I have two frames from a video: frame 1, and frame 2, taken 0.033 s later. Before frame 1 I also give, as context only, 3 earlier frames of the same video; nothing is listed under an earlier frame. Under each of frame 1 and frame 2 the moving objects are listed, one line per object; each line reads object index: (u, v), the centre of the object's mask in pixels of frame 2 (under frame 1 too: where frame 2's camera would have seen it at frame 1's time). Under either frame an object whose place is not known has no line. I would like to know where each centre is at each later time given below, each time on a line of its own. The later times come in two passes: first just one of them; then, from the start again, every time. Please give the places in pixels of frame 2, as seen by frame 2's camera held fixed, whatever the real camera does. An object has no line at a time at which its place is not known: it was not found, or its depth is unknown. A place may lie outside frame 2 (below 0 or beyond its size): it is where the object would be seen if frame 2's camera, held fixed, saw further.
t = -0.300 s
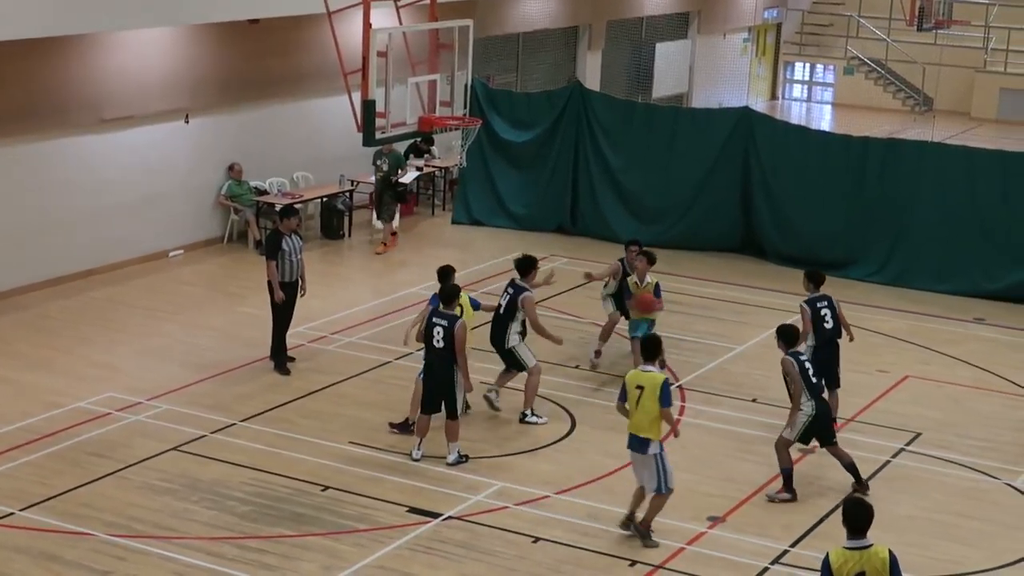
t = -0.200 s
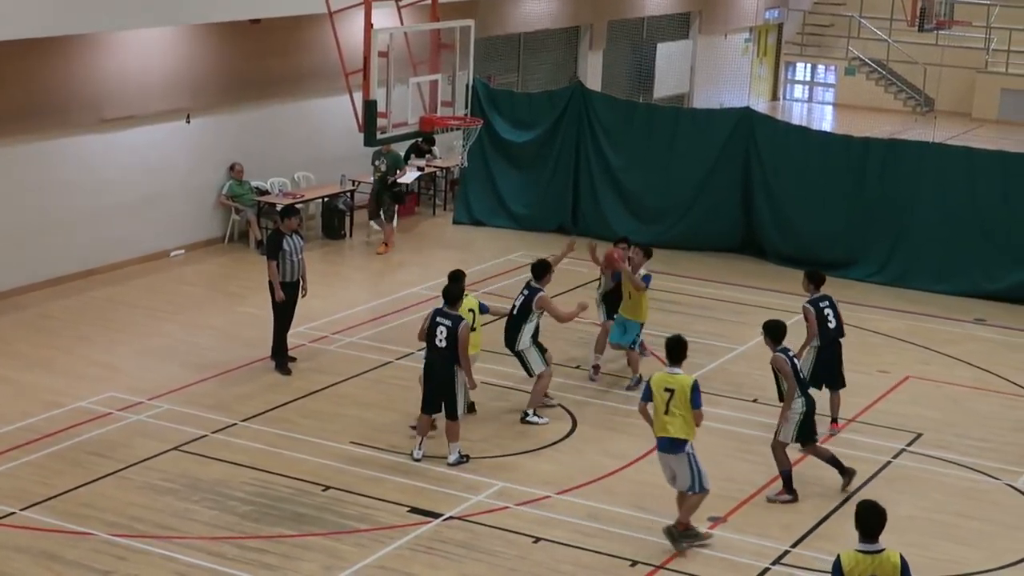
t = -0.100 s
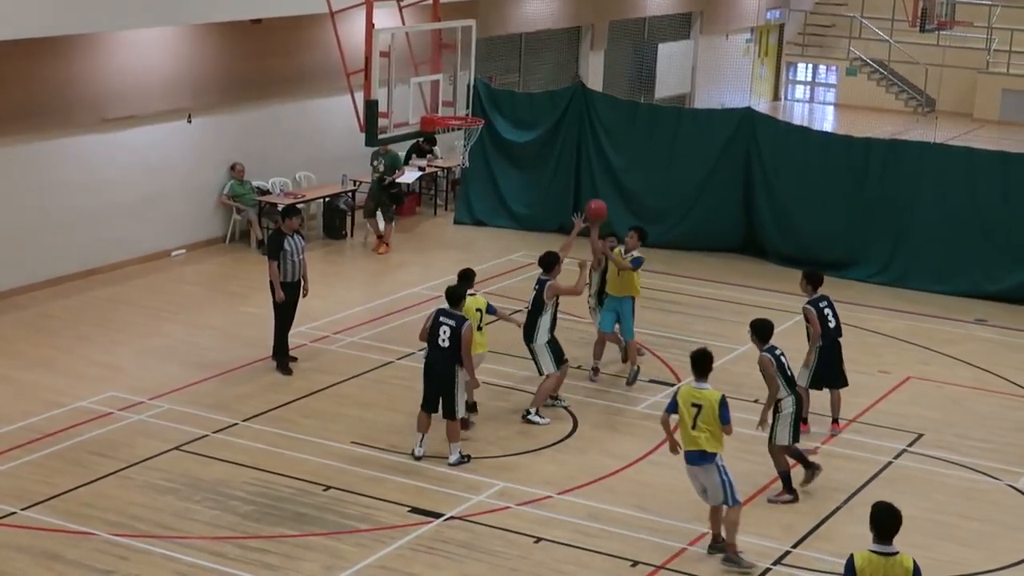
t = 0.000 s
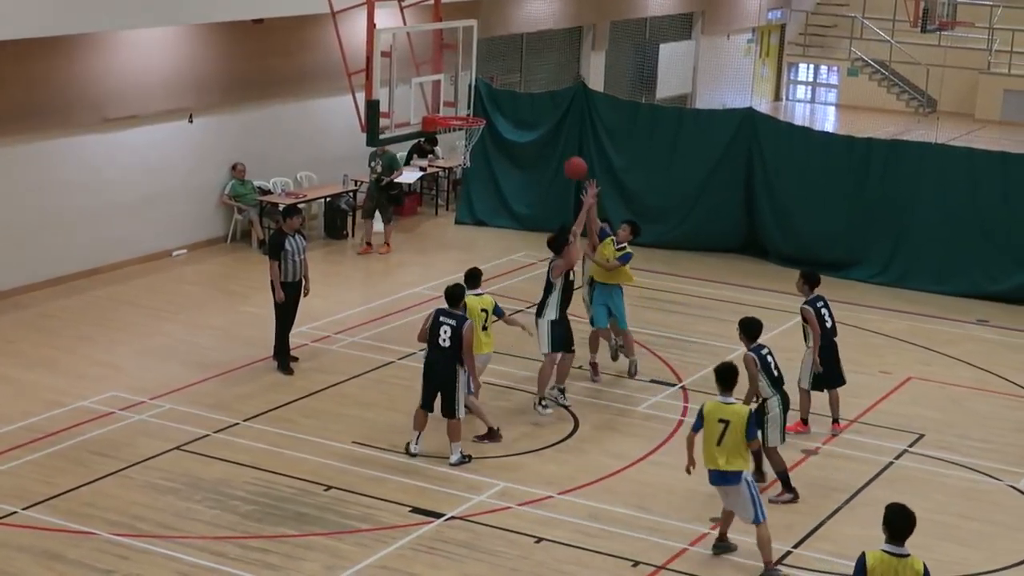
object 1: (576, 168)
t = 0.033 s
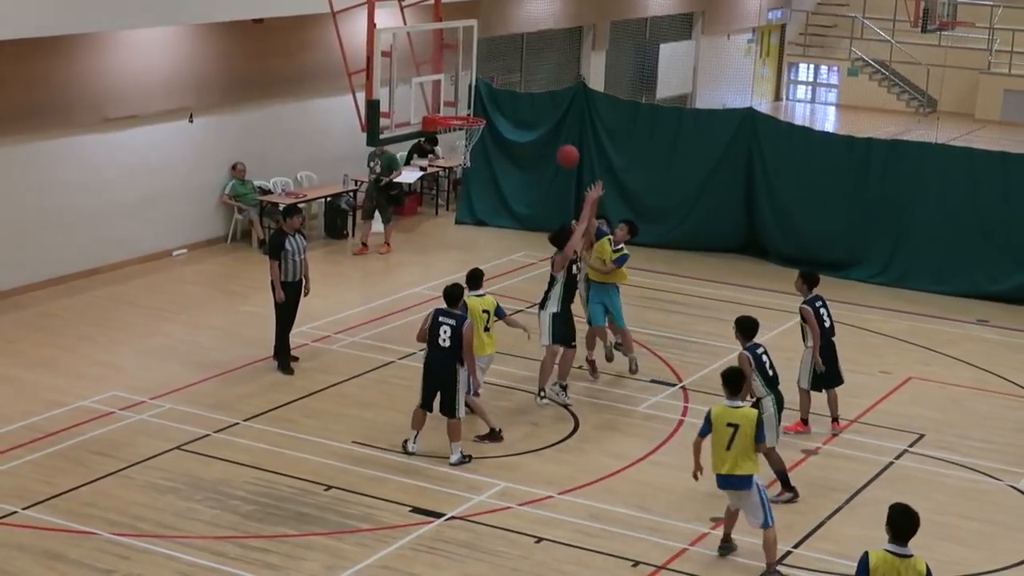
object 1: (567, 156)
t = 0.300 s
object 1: (500, 97)
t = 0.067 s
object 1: (560, 146)
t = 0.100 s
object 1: (551, 136)
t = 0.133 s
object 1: (544, 127)
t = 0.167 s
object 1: (535, 118)
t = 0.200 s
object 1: (526, 112)
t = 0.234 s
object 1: (518, 106)
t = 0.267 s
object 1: (509, 101)
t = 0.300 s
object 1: (500, 97)
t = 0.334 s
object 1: (492, 94)
